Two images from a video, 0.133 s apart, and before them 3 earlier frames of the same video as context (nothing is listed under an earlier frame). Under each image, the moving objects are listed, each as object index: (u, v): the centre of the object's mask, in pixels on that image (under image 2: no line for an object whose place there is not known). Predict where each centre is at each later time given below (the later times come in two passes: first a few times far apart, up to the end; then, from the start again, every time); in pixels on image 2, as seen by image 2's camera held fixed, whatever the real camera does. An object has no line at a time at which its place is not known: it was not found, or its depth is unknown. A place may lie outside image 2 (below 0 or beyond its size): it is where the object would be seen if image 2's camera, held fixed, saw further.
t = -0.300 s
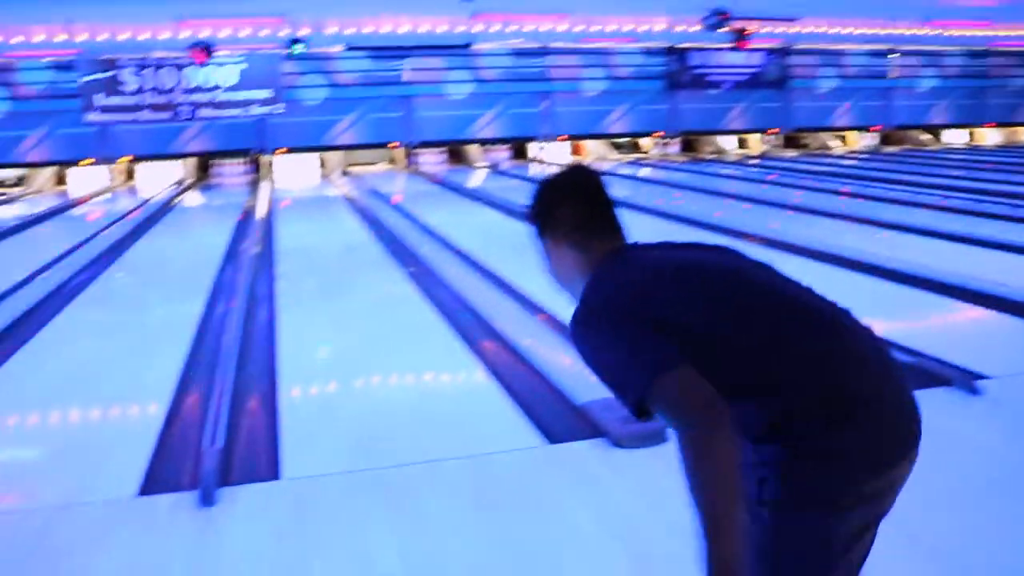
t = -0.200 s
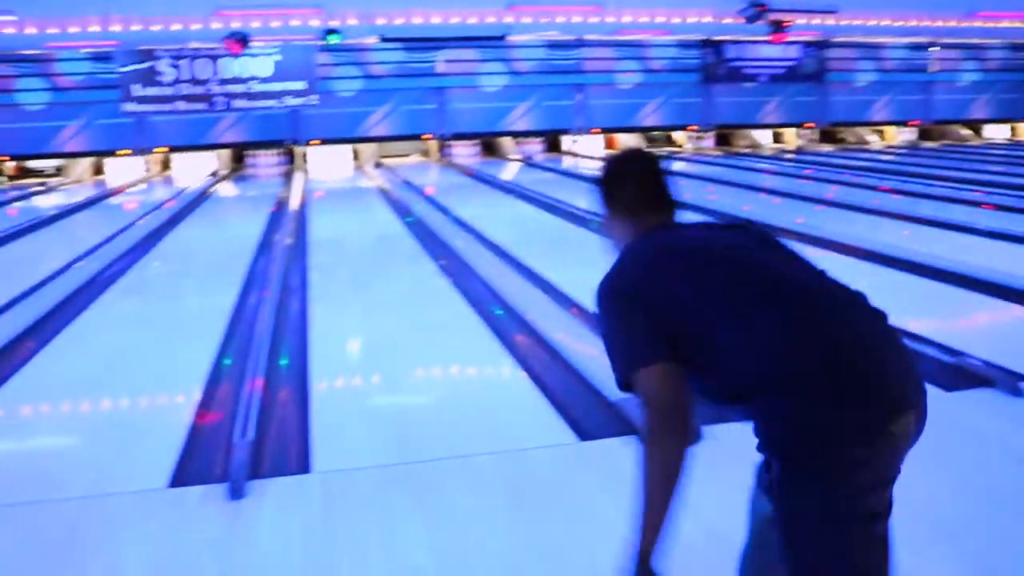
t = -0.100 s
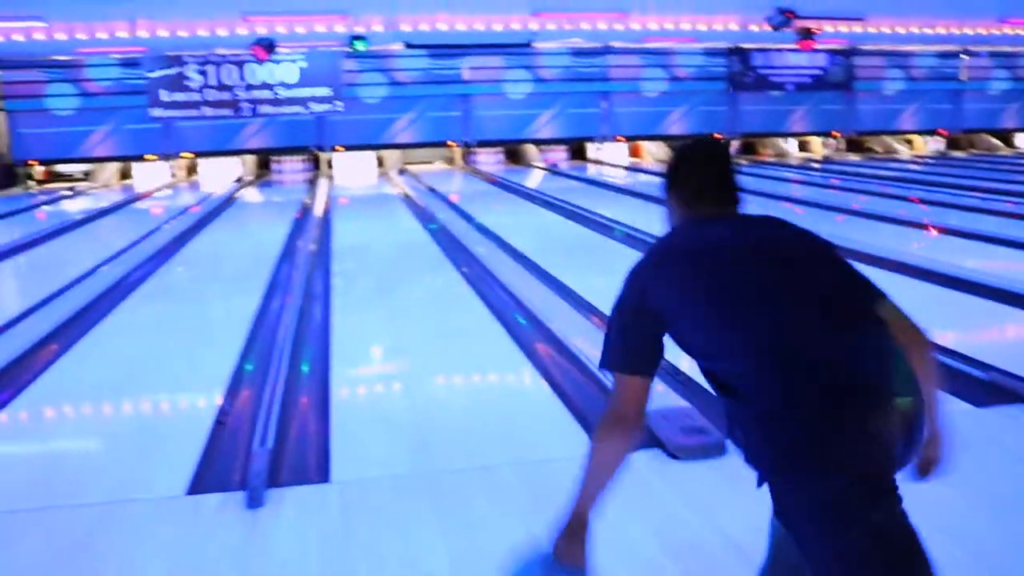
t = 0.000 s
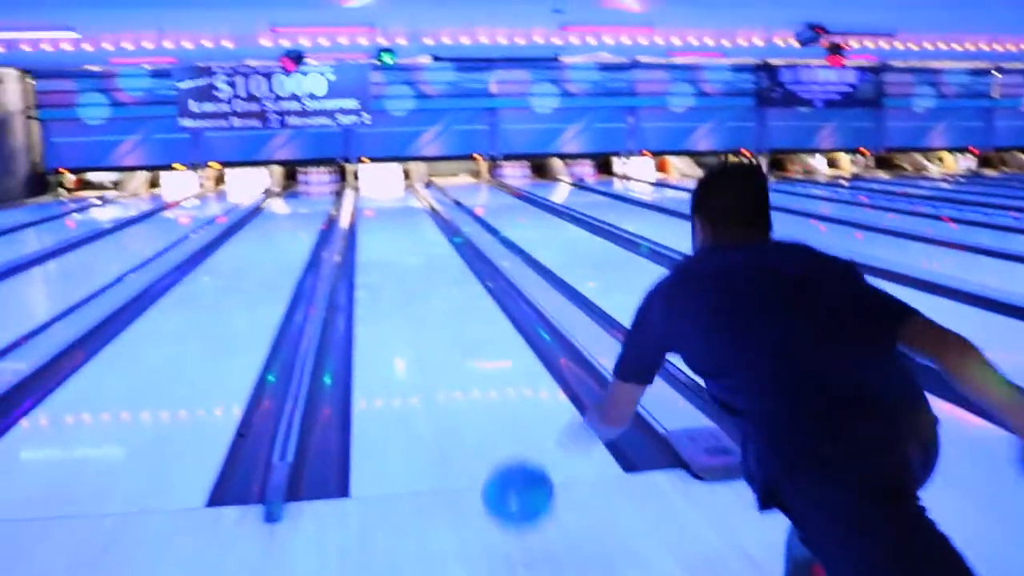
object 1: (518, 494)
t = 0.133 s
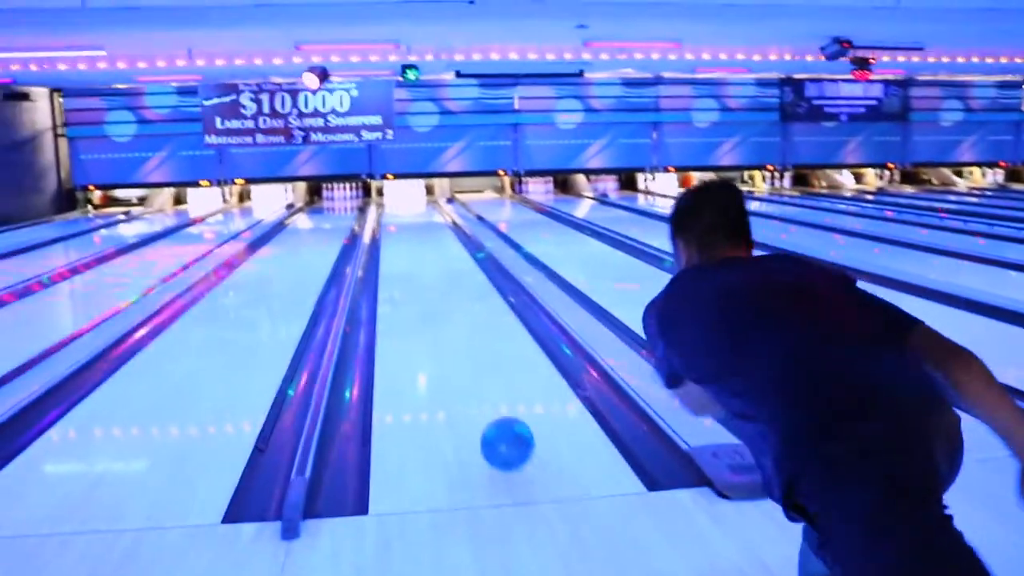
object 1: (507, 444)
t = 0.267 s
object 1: (488, 392)
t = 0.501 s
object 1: (468, 327)
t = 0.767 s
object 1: (457, 285)
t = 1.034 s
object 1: (449, 260)
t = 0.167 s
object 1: (502, 437)
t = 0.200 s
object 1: (496, 421)
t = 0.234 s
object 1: (492, 406)
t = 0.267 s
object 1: (488, 392)
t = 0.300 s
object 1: (484, 380)
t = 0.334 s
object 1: (481, 369)
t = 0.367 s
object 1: (478, 359)
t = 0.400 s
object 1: (475, 350)
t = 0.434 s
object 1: (473, 341)
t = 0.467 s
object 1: (470, 334)
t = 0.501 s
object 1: (468, 327)
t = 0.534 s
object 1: (466, 321)
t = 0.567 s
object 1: (465, 314)
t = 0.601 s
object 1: (463, 308)
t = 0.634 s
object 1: (462, 304)
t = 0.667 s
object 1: (460, 299)
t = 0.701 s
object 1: (459, 294)
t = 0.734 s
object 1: (458, 290)
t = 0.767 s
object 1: (457, 285)
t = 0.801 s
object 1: (456, 282)
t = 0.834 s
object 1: (454, 278)
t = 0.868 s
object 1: (453, 274)
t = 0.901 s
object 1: (452, 271)
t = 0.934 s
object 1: (452, 268)
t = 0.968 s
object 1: (451, 265)
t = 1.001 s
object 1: (450, 262)
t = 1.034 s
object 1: (449, 260)
